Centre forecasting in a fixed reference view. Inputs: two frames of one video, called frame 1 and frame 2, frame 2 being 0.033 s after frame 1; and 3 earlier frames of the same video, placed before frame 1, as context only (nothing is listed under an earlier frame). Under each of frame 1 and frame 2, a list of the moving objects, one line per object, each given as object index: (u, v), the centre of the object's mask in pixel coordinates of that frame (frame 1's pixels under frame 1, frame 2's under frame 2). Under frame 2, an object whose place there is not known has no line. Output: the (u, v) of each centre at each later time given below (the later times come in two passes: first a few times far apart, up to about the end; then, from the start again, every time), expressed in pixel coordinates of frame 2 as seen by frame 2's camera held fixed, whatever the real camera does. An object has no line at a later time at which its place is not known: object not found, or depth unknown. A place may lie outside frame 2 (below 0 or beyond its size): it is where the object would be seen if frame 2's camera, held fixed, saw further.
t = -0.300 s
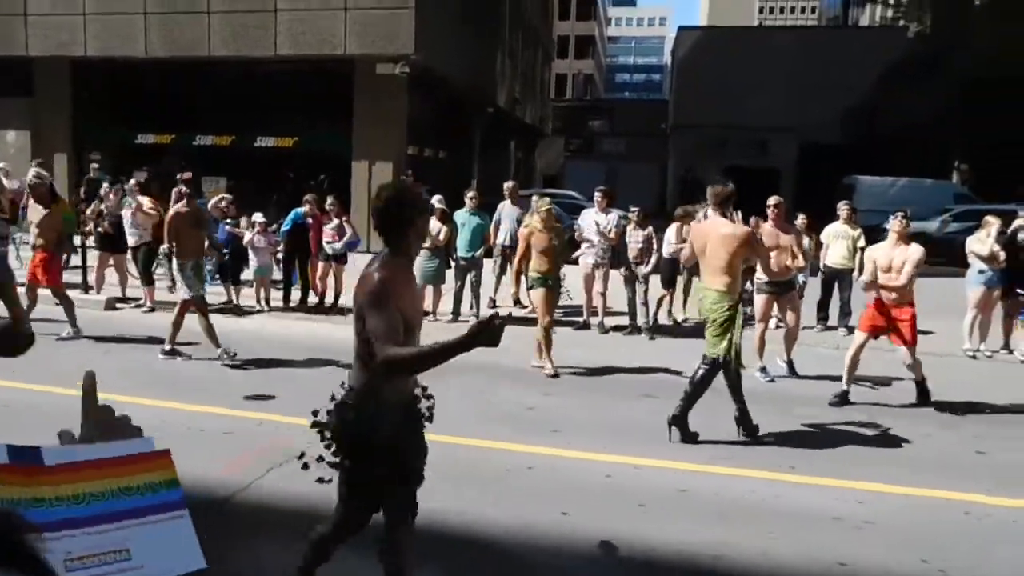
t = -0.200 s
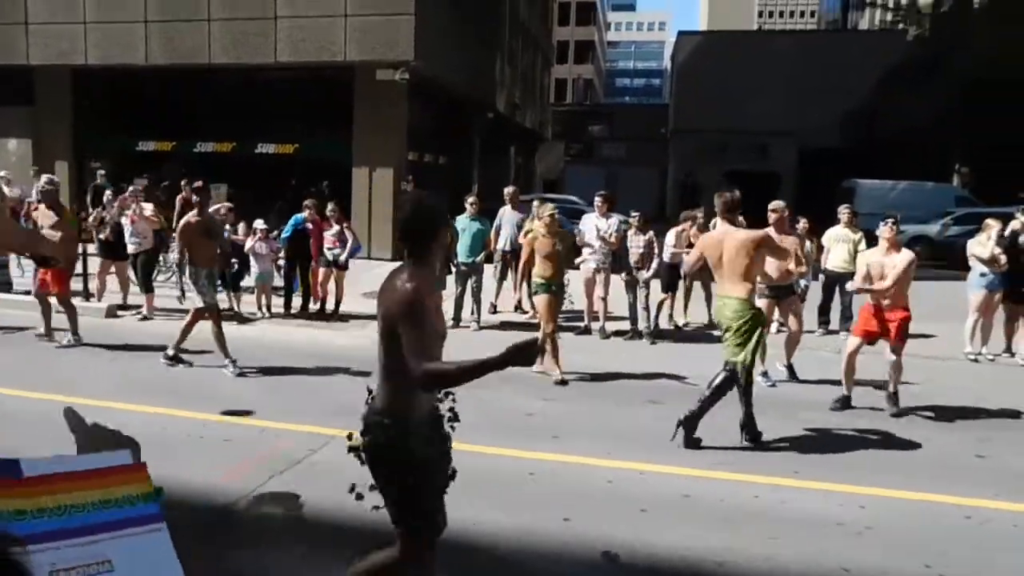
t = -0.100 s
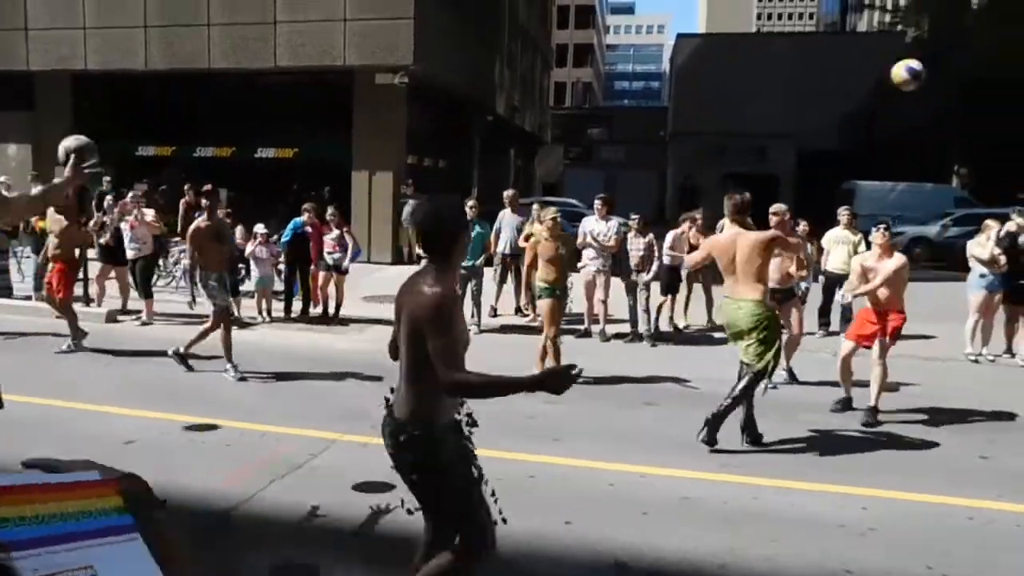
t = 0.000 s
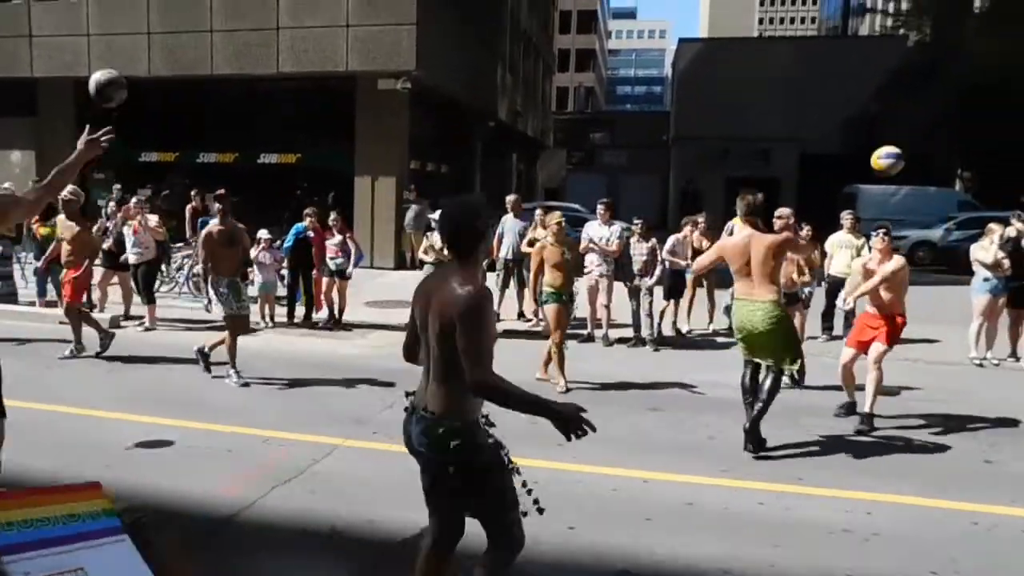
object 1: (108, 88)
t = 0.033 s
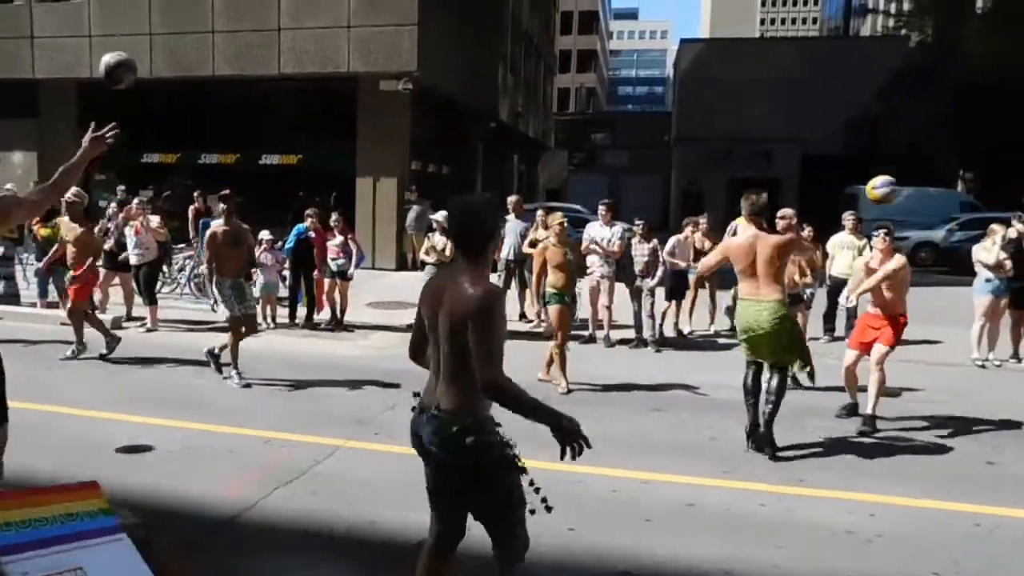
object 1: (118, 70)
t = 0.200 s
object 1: (156, 12)
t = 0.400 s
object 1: (194, 7)
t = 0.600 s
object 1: (227, 56)
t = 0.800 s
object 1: (256, 147)
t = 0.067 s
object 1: (125, 53)
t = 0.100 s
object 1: (133, 39)
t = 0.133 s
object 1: (141, 28)
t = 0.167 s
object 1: (149, 18)
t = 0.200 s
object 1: (156, 12)
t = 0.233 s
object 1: (163, 8)
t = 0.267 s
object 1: (170, 5)
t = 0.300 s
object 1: (176, 3)
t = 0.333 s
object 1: (182, 2)
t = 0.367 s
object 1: (188, 3)
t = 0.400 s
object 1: (194, 7)
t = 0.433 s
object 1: (200, 12)
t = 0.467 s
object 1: (206, 18)
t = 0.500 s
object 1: (212, 26)
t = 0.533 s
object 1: (217, 35)
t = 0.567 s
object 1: (222, 45)
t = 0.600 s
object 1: (227, 56)
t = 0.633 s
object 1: (233, 69)
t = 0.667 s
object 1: (237, 83)
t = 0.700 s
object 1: (242, 98)
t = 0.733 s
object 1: (247, 113)
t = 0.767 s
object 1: (251, 130)
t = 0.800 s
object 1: (256, 147)
